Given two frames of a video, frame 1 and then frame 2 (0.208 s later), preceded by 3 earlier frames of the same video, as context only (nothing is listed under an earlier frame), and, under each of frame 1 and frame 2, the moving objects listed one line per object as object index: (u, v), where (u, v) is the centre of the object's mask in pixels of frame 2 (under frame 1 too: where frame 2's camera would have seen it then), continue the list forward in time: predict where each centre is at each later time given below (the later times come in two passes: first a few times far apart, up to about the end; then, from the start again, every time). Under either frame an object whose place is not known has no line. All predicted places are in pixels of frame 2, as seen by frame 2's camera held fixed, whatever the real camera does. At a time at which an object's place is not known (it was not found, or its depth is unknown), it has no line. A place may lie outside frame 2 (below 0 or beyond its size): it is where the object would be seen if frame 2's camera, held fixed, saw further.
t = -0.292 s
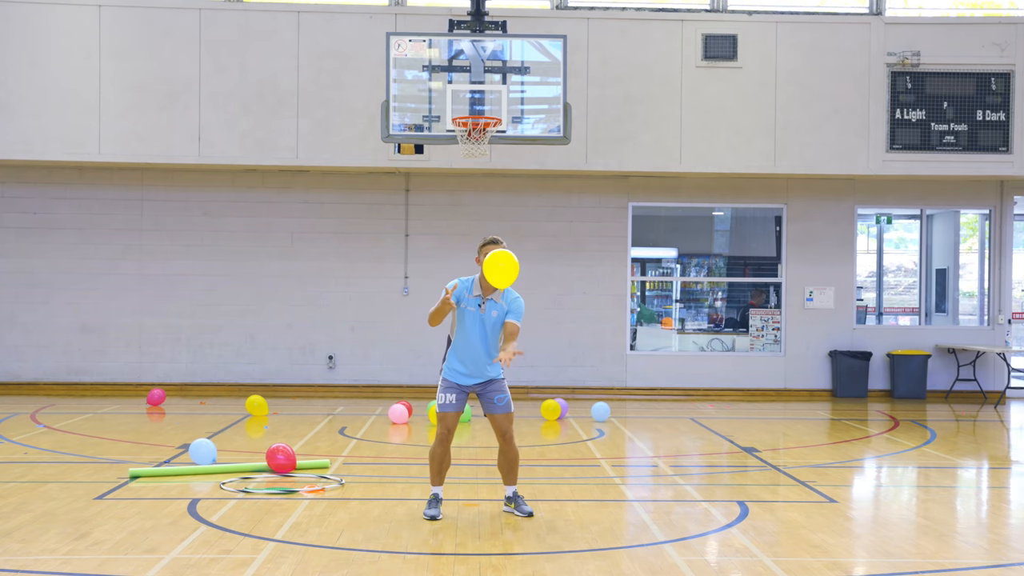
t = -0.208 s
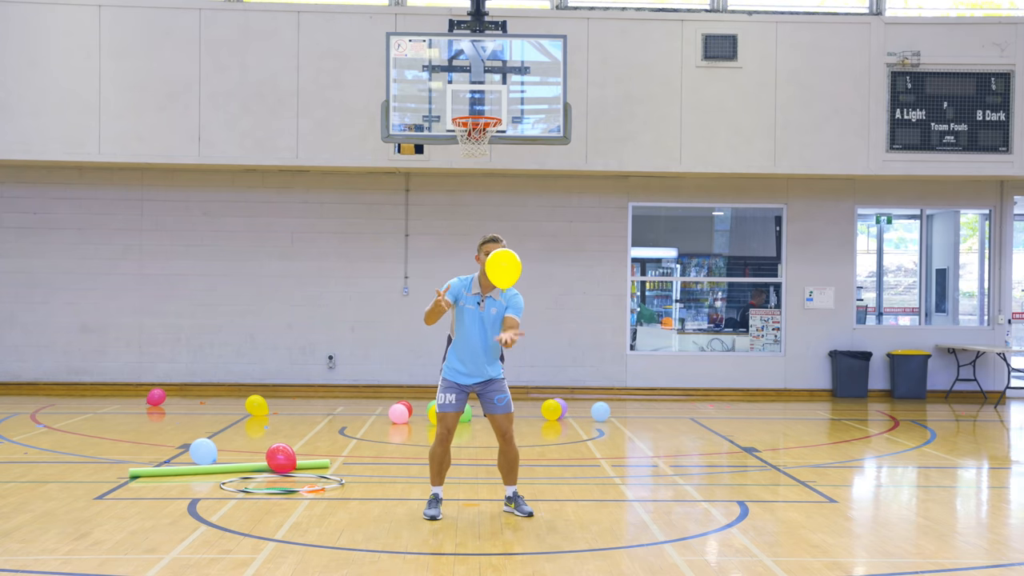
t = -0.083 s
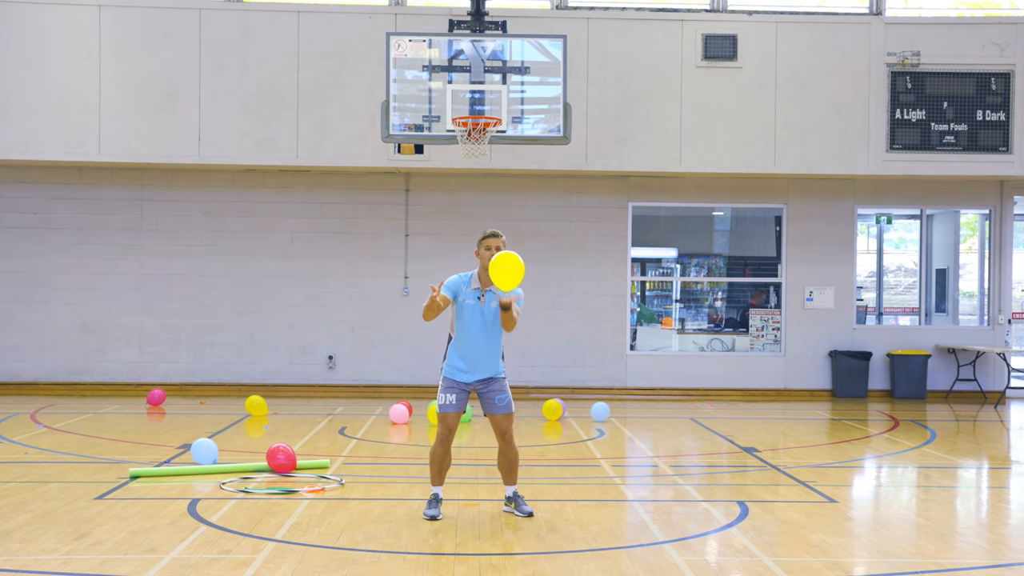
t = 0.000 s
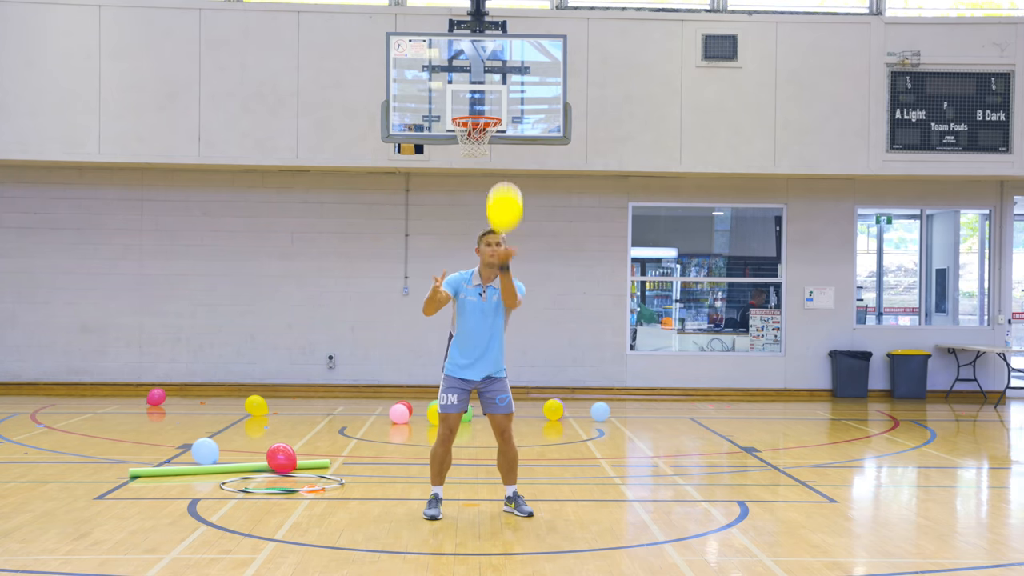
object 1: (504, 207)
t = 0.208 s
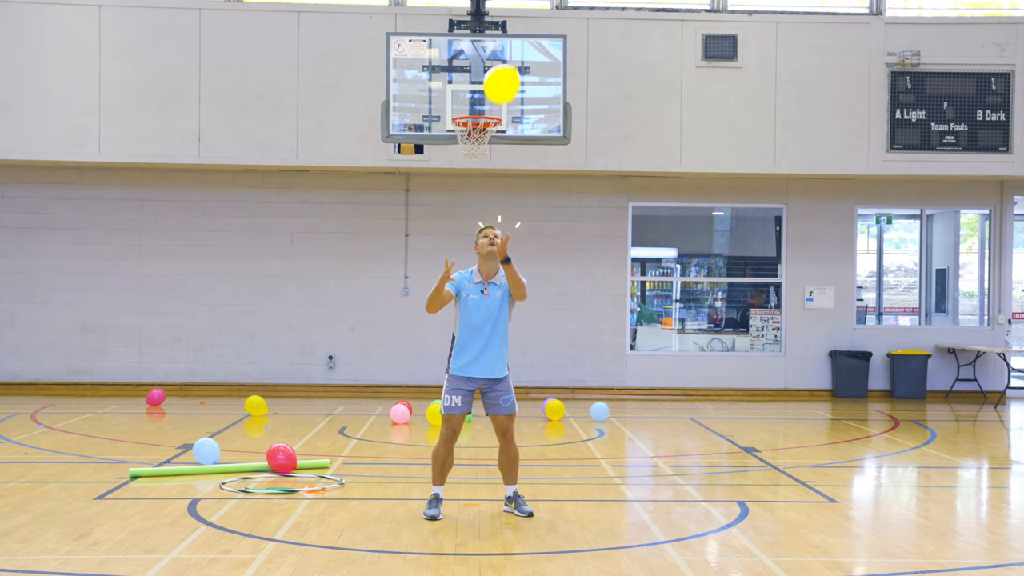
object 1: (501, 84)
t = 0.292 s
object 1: (496, 67)
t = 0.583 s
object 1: (488, 65)
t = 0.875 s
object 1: (484, 82)
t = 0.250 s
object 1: (499, 73)
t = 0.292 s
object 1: (496, 67)
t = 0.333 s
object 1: (494, 64)
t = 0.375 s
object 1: (492, 63)
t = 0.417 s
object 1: (491, 62)
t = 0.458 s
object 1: (490, 62)
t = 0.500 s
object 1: (489, 63)
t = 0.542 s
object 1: (488, 64)
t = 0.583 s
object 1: (488, 65)
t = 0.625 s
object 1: (487, 66)
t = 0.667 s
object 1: (486, 68)
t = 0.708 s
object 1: (486, 70)
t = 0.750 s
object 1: (486, 73)
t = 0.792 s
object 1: (485, 76)
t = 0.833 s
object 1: (484, 79)
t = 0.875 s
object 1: (484, 82)
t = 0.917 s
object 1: (484, 86)
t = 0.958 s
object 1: (483, 90)
